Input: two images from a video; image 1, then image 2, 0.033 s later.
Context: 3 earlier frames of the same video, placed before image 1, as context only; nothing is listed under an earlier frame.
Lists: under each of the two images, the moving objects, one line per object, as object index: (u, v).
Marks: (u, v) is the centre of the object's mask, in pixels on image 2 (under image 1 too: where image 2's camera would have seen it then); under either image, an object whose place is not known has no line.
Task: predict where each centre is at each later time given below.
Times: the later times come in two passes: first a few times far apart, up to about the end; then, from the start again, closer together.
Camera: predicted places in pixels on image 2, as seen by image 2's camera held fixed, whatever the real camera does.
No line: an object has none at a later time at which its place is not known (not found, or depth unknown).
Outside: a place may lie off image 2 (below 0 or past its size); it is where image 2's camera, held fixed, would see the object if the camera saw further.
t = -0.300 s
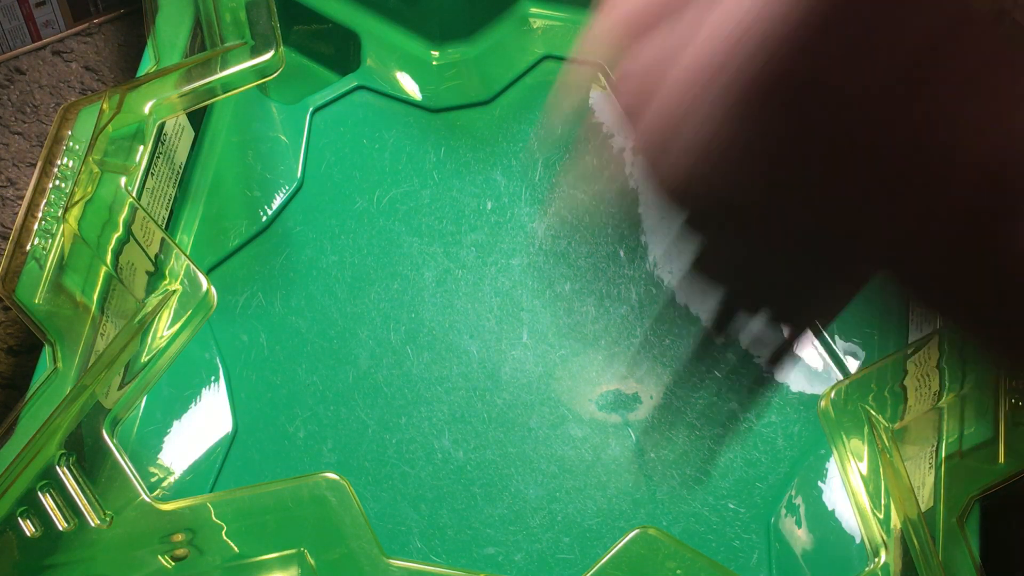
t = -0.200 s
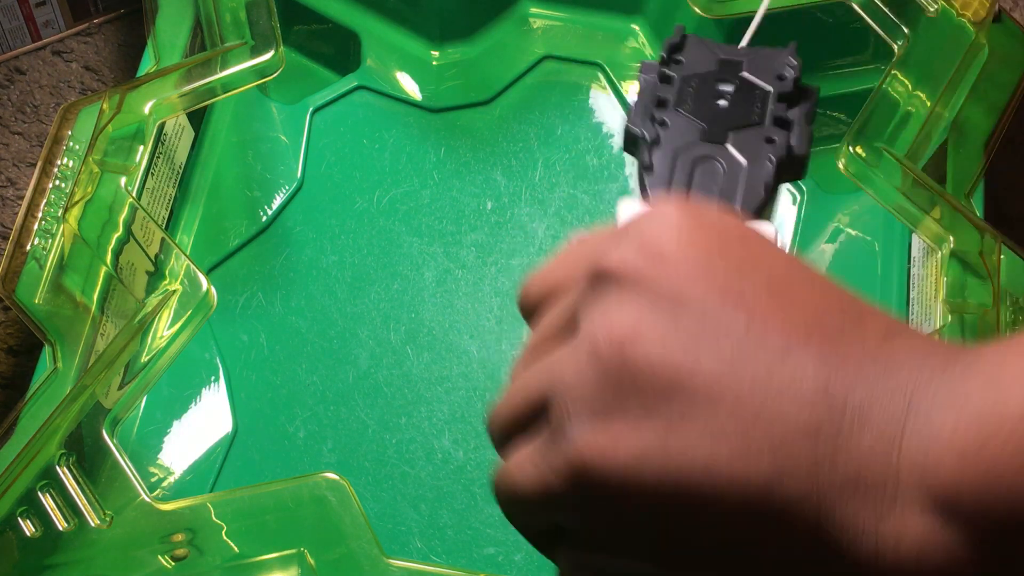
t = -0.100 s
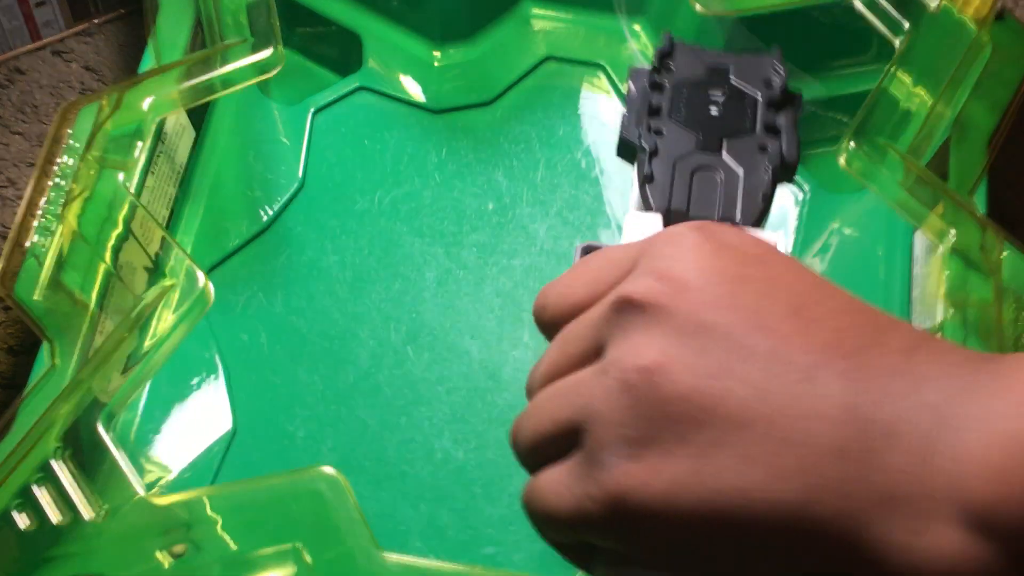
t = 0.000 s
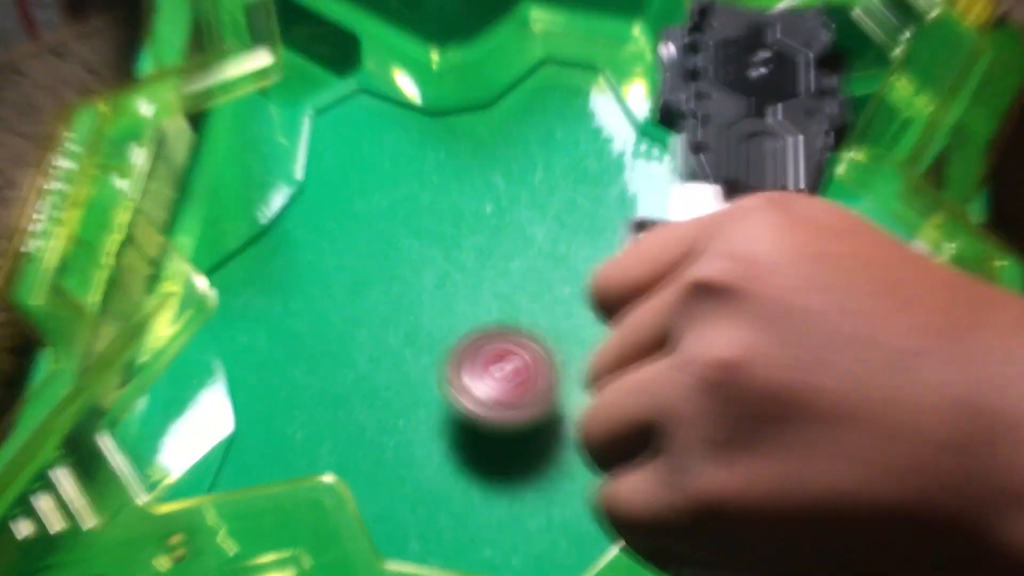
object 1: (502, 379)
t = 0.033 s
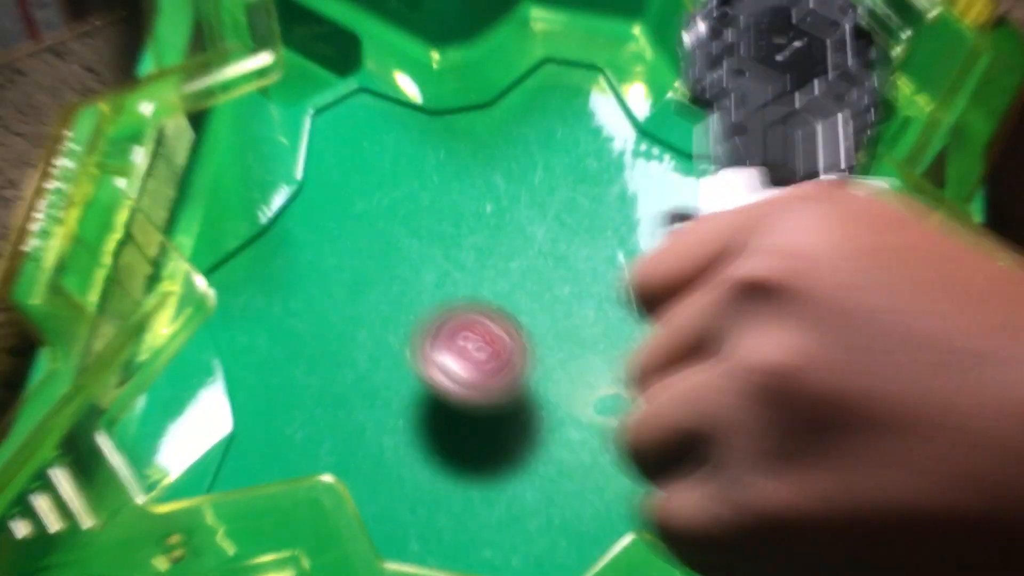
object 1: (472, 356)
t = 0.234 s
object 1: (275, 340)
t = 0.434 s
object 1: (364, 473)
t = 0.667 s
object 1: (483, 384)
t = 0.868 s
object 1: (454, 226)
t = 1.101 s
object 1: (373, 201)
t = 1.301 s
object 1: (380, 249)
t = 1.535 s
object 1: (457, 300)
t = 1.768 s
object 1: (574, 316)
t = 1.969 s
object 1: (645, 289)
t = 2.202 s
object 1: (646, 272)
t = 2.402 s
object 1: (603, 292)
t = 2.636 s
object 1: (564, 348)
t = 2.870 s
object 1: (541, 412)
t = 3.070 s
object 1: (537, 445)
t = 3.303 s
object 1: (528, 441)
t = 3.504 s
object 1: (499, 422)
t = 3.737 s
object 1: (459, 390)
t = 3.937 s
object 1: (432, 357)
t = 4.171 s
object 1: (415, 324)
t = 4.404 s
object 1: (424, 302)
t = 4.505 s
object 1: (435, 295)
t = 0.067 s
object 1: (441, 335)
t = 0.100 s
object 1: (408, 328)
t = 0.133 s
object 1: (374, 321)
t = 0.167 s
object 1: (339, 321)
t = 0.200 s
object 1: (304, 327)
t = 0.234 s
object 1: (275, 340)
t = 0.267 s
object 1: (253, 362)
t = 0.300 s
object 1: (254, 390)
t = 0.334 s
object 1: (277, 426)
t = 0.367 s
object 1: (299, 443)
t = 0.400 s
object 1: (332, 458)
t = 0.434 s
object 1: (364, 473)
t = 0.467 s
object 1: (387, 481)
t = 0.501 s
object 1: (405, 479)
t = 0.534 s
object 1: (426, 468)
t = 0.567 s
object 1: (446, 452)
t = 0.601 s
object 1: (462, 430)
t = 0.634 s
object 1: (474, 409)
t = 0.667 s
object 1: (483, 384)
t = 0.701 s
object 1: (488, 358)
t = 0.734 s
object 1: (490, 329)
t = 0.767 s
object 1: (487, 300)
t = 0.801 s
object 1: (480, 272)
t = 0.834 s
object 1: (468, 247)
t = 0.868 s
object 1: (454, 226)
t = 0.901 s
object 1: (438, 210)
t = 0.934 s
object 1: (423, 200)
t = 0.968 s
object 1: (409, 194)
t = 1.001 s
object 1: (397, 193)
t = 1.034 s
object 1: (387, 193)
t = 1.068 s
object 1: (379, 196)
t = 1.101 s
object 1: (373, 201)
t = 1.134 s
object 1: (369, 207)
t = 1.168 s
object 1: (367, 214)
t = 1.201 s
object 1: (367, 222)
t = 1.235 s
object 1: (369, 231)
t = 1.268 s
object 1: (374, 240)
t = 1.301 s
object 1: (380, 249)
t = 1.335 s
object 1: (387, 258)
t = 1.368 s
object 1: (396, 266)
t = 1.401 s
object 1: (406, 274)
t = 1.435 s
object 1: (417, 282)
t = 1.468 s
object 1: (430, 288)
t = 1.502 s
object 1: (443, 294)
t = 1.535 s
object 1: (457, 300)
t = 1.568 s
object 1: (472, 304)
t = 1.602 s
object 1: (488, 309)
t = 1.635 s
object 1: (503, 312)
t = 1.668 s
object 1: (519, 315)
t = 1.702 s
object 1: (537, 317)
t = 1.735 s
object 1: (555, 317)
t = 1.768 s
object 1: (574, 316)
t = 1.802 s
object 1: (591, 314)
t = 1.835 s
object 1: (606, 310)
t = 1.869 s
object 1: (620, 305)
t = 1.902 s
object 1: (631, 299)
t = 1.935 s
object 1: (639, 294)
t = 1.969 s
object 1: (645, 289)
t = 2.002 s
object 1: (649, 283)
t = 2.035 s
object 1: (652, 279)
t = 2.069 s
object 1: (654, 276)
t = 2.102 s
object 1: (654, 274)
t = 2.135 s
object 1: (652, 272)
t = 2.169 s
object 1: (650, 272)
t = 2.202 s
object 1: (646, 272)
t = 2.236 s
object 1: (641, 273)
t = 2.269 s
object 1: (635, 274)
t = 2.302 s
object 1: (627, 276)
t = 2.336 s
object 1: (620, 280)
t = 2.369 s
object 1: (612, 286)
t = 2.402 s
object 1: (603, 292)
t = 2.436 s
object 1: (595, 299)
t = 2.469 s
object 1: (589, 307)
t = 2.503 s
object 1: (583, 314)
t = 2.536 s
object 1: (578, 322)
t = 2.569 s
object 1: (573, 330)
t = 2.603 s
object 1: (568, 339)
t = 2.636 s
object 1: (564, 348)
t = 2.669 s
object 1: (560, 357)
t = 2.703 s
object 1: (555, 366)
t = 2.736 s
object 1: (551, 376)
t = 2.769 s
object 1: (548, 385)
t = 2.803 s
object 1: (545, 395)
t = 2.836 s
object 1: (543, 404)
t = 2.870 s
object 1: (541, 412)
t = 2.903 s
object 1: (539, 420)
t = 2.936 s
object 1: (537, 426)
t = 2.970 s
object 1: (536, 432)
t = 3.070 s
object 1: (537, 445)
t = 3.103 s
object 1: (538, 442)
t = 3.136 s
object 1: (539, 442)
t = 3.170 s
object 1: (538, 443)
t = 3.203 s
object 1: (535, 443)
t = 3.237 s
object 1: (534, 444)
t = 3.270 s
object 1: (531, 442)
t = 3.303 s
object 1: (528, 441)
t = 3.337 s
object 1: (524, 438)
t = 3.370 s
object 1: (520, 436)
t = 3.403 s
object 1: (515, 433)
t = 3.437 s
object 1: (510, 430)
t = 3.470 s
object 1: (504, 426)
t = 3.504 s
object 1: (499, 422)
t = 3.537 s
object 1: (493, 418)
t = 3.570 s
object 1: (487, 414)
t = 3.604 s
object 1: (482, 409)
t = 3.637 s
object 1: (476, 404)
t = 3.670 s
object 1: (470, 400)
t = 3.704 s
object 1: (464, 395)
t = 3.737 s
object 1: (459, 390)
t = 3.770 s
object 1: (454, 385)
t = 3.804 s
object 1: (449, 379)
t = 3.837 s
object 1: (445, 373)
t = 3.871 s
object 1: (441, 368)
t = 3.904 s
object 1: (436, 362)
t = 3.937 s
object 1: (432, 357)
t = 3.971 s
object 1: (428, 352)
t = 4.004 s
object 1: (425, 347)
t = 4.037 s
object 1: (422, 342)
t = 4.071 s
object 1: (420, 337)
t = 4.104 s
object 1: (418, 332)
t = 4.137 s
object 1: (416, 328)
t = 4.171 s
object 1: (415, 324)
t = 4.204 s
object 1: (414, 320)
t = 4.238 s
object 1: (415, 316)
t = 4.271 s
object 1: (415, 313)
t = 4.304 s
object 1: (417, 310)
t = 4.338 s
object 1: (419, 308)
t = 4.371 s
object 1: (422, 305)
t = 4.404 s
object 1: (424, 302)
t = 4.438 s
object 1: (427, 300)
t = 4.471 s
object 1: (431, 298)
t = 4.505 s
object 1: (435, 295)
